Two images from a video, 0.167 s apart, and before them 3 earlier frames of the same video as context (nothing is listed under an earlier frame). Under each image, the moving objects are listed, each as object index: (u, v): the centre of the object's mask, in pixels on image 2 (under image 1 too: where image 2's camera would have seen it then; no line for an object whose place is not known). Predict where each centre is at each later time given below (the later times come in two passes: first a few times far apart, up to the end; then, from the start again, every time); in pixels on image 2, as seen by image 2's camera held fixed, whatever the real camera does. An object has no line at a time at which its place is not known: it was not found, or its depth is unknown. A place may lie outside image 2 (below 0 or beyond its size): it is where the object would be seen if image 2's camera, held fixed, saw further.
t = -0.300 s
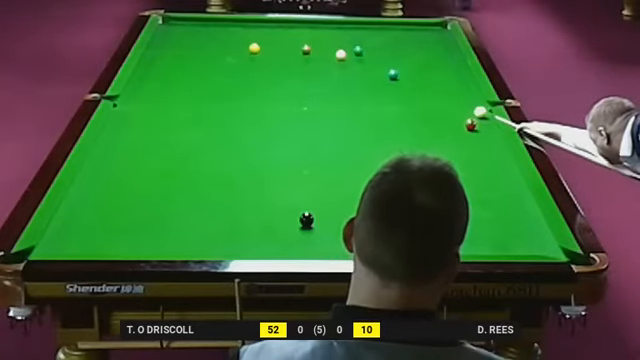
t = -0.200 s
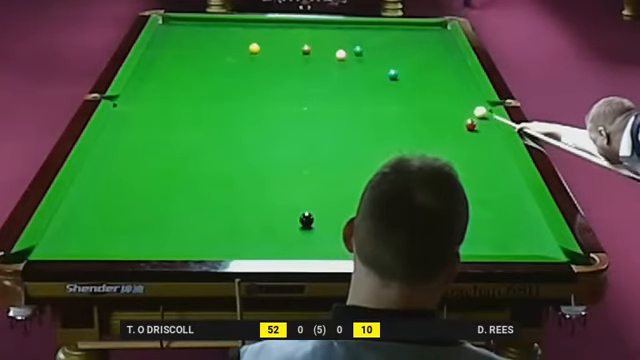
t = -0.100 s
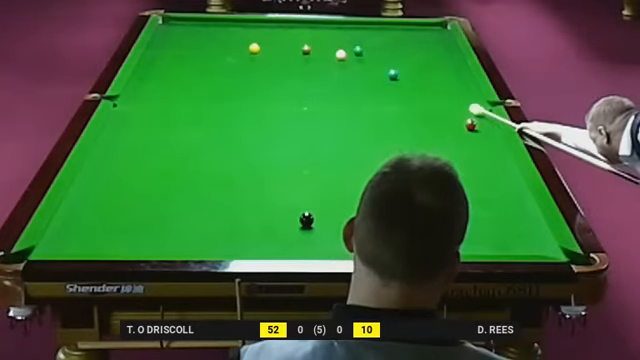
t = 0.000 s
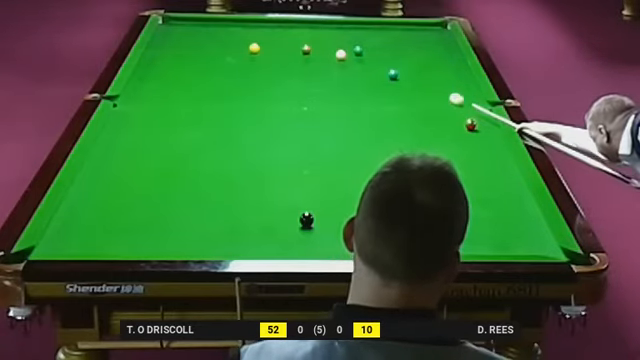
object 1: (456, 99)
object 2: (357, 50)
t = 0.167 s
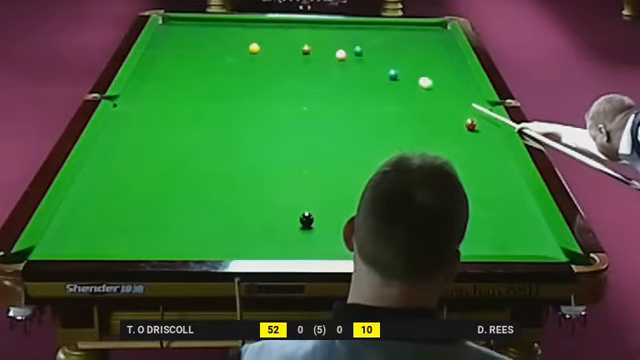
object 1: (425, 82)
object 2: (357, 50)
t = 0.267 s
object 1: (408, 73)
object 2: (357, 50)
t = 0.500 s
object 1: (372, 54)
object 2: (357, 50)
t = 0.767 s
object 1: (374, 40)
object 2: (321, 45)
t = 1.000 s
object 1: (378, 30)
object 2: (289, 40)
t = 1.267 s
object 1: (384, 25)
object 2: (256, 36)
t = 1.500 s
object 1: (391, 32)
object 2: (228, 31)
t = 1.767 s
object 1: (400, 39)
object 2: (197, 27)
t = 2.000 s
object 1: (408, 47)
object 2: (171, 23)
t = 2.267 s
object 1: (416, 54)
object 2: (178, 20)
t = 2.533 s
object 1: (425, 62)
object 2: (196, 19)
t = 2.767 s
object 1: (433, 69)
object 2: (207, 21)
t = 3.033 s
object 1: (442, 77)
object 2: (221, 22)
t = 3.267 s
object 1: (449, 84)
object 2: (231, 23)
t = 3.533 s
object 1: (458, 92)
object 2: (241, 25)
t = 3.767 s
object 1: (465, 99)
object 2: (250, 26)
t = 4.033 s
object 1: (474, 107)
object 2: (259, 27)
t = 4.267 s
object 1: (481, 113)
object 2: (267, 28)
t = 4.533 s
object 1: (489, 121)
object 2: (273, 29)
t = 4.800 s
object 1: (493, 128)
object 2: (280, 30)
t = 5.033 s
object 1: (493, 134)
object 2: (284, 30)
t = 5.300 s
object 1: (493, 141)
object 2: (288, 31)
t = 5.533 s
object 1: (494, 146)
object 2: (291, 31)
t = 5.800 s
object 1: (494, 152)
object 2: (293, 31)
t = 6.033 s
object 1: (494, 157)
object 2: (294, 31)
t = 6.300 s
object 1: (494, 162)
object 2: (294, 31)
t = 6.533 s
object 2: (294, 31)
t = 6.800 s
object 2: (294, 31)
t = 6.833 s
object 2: (294, 31)
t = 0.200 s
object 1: (420, 79)
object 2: (357, 50)
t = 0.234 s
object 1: (414, 76)
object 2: (357, 50)
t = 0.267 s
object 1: (408, 73)
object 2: (357, 50)
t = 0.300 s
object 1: (403, 70)
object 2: (357, 50)
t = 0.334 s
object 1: (398, 67)
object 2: (357, 50)
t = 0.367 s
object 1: (392, 65)
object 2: (357, 50)
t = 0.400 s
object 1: (387, 62)
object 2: (357, 50)
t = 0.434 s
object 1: (382, 59)
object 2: (357, 50)
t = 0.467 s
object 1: (377, 56)
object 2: (357, 50)
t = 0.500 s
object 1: (372, 54)
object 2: (357, 50)
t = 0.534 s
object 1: (367, 51)
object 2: (357, 50)
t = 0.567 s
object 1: (368, 50)
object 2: (353, 49)
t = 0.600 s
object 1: (370, 48)
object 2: (347, 48)
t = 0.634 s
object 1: (371, 47)
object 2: (341, 46)
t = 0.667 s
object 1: (372, 45)
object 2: (335, 46)
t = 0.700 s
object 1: (373, 43)
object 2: (330, 46)
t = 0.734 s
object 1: (374, 42)
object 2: (325, 46)
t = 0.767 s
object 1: (374, 40)
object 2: (321, 45)
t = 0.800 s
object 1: (375, 39)
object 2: (316, 44)
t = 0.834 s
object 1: (376, 37)
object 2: (312, 44)
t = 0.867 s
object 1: (376, 36)
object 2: (307, 41)
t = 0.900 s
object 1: (377, 34)
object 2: (302, 41)
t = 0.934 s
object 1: (377, 33)
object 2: (297, 41)
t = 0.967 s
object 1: (378, 31)
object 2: (294, 41)
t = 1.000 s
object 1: (378, 30)
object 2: (289, 40)
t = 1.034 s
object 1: (379, 28)
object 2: (284, 40)
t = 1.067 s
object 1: (379, 27)
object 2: (281, 39)
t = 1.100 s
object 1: (380, 26)
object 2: (276, 39)
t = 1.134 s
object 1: (380, 24)
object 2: (272, 38)
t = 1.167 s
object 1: (381, 23)
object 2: (268, 37)
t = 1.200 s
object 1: (381, 23)
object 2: (264, 37)
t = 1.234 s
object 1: (383, 24)
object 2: (260, 36)
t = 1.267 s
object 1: (384, 25)
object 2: (256, 36)
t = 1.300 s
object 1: (385, 26)
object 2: (251, 35)
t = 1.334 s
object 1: (386, 27)
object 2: (248, 35)
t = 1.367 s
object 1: (387, 28)
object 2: (243, 34)
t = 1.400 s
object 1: (388, 29)
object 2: (240, 33)
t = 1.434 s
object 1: (389, 30)
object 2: (235, 33)
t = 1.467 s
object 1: (390, 31)
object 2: (231, 32)
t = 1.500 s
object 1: (391, 32)
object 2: (228, 31)
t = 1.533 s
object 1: (392, 33)
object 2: (223, 31)
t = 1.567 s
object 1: (393, 33)
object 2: (220, 30)
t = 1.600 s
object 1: (394, 35)
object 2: (216, 30)
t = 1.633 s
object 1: (395, 35)
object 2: (212, 30)
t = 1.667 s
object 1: (397, 36)
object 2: (209, 29)
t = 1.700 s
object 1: (398, 38)
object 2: (204, 28)
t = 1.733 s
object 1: (399, 38)
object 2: (201, 28)
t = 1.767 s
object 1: (400, 39)
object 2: (197, 27)
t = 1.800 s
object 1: (401, 40)
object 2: (193, 26)
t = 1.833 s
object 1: (402, 42)
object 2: (190, 26)
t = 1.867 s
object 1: (403, 42)
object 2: (186, 25)
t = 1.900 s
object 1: (404, 43)
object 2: (182, 24)
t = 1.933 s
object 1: (405, 44)
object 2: (178, 24)
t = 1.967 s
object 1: (406, 46)
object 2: (175, 24)
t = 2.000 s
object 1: (408, 47)
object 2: (171, 23)
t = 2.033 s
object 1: (409, 47)
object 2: (168, 22)
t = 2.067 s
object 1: (410, 48)
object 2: (164, 22)
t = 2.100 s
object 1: (411, 49)
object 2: (164, 22)
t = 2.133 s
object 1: (412, 50)
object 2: (167, 21)
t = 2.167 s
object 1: (413, 51)
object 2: (170, 21)
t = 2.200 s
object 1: (414, 52)
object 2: (173, 21)
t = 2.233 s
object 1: (415, 53)
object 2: (175, 21)
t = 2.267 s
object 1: (416, 54)
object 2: (178, 20)
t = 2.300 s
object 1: (417, 55)
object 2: (181, 20)
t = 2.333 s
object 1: (419, 56)
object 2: (183, 20)
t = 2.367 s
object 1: (420, 57)
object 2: (185, 19)
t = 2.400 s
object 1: (421, 58)
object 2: (187, 19)
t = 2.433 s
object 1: (422, 59)
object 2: (189, 19)
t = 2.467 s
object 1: (423, 60)
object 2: (192, 19)
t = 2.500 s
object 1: (424, 61)
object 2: (194, 19)
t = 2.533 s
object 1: (425, 62)
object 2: (196, 19)
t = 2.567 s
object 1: (426, 63)
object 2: (198, 19)
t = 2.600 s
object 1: (427, 64)
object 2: (199, 19)
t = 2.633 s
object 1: (428, 65)
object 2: (201, 20)
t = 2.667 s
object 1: (430, 66)
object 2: (203, 20)
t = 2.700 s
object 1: (431, 67)
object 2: (204, 20)
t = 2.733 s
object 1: (432, 68)
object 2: (206, 20)
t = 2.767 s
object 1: (433, 69)
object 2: (207, 21)
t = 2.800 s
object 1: (434, 70)
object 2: (209, 21)
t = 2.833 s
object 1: (435, 71)
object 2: (211, 21)
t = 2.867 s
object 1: (436, 72)
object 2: (212, 21)
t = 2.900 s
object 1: (437, 73)
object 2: (214, 21)
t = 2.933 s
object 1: (438, 74)
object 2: (216, 21)
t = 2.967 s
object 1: (439, 75)
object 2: (217, 22)
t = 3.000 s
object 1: (440, 76)
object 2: (219, 22)
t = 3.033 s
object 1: (442, 77)
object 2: (221, 22)
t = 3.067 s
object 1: (443, 78)
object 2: (222, 22)
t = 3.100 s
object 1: (444, 79)
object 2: (223, 22)
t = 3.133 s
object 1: (445, 80)
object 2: (225, 22)
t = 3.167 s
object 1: (446, 81)
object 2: (226, 23)
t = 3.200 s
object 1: (447, 82)
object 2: (228, 23)
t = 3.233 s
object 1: (448, 83)
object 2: (229, 23)
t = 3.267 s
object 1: (449, 84)
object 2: (231, 23)
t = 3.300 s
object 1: (450, 85)
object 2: (232, 24)
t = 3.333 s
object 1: (451, 86)
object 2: (234, 24)
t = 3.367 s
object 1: (453, 87)
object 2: (235, 24)
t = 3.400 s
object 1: (453, 88)
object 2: (236, 24)
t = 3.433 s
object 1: (454, 89)
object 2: (237, 24)
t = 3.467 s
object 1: (456, 90)
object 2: (239, 24)
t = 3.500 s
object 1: (457, 91)
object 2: (240, 25)
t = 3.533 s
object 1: (458, 92)
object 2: (241, 25)
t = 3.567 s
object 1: (459, 93)
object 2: (243, 25)
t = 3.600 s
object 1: (460, 94)
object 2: (244, 25)
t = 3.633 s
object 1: (461, 95)
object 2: (245, 25)
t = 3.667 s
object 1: (462, 96)
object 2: (247, 26)
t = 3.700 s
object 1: (463, 97)
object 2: (248, 26)
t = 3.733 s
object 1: (464, 98)
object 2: (249, 26)
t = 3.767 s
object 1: (465, 99)
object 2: (250, 26)
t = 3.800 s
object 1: (467, 100)
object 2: (252, 26)
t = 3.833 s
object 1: (467, 101)
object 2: (253, 26)
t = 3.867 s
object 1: (468, 102)
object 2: (254, 26)
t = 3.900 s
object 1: (470, 103)
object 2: (255, 26)
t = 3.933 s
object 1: (470, 104)
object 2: (256, 26)
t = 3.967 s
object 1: (472, 105)
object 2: (257, 26)
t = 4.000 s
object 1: (473, 106)
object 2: (259, 27)
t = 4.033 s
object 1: (474, 107)
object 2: (259, 27)
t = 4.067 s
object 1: (475, 108)
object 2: (261, 28)
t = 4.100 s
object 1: (476, 109)
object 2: (262, 28)
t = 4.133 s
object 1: (477, 110)
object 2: (263, 28)
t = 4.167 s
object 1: (478, 111)
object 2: (264, 28)
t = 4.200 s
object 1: (479, 111)
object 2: (265, 28)
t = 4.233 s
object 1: (480, 113)
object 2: (266, 28)
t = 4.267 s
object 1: (481, 113)
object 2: (267, 28)
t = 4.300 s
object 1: (482, 114)
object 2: (268, 28)
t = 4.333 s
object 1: (483, 115)
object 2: (268, 28)
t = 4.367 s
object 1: (484, 116)
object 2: (270, 28)
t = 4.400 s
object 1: (485, 117)
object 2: (270, 28)
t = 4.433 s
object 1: (486, 118)
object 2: (271, 29)
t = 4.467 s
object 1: (487, 119)
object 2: (272, 29)
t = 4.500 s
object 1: (488, 120)
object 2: (273, 29)
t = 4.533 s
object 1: (489, 121)
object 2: (273, 29)
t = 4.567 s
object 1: (490, 122)
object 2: (275, 29)
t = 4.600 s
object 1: (491, 123)
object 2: (275, 29)
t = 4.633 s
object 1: (492, 124)
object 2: (276, 29)
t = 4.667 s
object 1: (492, 125)
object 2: (277, 29)
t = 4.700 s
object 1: (492, 126)
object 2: (278, 30)
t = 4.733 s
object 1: (492, 127)
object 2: (279, 30)
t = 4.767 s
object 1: (492, 127)
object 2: (279, 29)
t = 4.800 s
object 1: (493, 128)
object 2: (280, 30)
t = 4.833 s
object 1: (493, 129)
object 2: (280, 30)
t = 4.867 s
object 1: (493, 130)
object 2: (281, 30)
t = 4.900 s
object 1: (493, 131)
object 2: (282, 30)
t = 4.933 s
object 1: (493, 132)
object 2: (282, 30)
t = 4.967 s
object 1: (493, 132)
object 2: (283, 30)
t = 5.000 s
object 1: (493, 133)
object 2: (283, 30)
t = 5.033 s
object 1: (493, 134)
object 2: (284, 30)
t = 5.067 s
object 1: (493, 135)
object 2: (285, 30)
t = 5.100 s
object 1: (493, 136)
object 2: (285, 30)
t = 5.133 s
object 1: (493, 136)
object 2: (287, 30)
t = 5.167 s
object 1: (493, 137)
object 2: (287, 30)
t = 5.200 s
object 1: (493, 138)
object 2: (287, 31)
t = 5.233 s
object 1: (493, 139)
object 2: (287, 31)
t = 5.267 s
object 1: (493, 140)
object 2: (288, 31)
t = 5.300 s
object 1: (493, 141)
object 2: (288, 31)
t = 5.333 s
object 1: (493, 141)
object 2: (288, 31)
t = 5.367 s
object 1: (494, 142)
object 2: (289, 31)
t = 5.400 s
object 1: (494, 143)
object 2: (289, 31)
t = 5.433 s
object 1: (494, 144)
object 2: (290, 31)
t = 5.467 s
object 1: (494, 144)
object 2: (290, 31)
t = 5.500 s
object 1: (493, 145)
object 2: (291, 31)
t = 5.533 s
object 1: (494, 146)
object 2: (291, 31)
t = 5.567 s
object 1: (494, 147)
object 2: (291, 31)
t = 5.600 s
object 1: (494, 148)
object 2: (292, 31)
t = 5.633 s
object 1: (494, 148)
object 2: (292, 31)
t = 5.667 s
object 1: (494, 149)
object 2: (292, 31)
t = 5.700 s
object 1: (494, 150)
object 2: (292, 31)
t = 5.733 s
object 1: (494, 151)
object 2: (293, 31)
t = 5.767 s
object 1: (494, 151)
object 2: (293, 31)
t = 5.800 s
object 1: (494, 152)
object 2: (293, 31)
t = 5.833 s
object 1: (494, 153)
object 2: (293, 31)
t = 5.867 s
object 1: (494, 154)
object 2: (293, 31)
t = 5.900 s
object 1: (494, 154)
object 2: (294, 31)
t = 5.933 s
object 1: (494, 155)
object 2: (294, 31)
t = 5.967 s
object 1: (494, 156)
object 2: (294, 31)
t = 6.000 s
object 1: (494, 156)
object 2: (294, 31)
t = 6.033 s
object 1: (494, 157)
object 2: (294, 31)
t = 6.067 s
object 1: (494, 158)
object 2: (294, 31)
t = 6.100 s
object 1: (494, 158)
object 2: (294, 31)
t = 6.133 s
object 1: (494, 159)
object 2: (294, 31)
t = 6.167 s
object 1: (494, 160)
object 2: (294, 31)
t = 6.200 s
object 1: (494, 160)
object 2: (294, 31)
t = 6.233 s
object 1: (494, 161)
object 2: (294, 31)
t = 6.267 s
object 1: (494, 162)
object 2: (294, 31)
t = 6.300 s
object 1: (494, 162)
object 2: (294, 31)
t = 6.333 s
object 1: (494, 163)
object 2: (294, 31)
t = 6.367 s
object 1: (494, 164)
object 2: (294, 31)
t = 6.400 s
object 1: (494, 164)
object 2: (294, 31)
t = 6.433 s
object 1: (494, 165)
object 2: (294, 31)
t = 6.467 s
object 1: (494, 166)
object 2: (294, 31)
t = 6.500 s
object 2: (294, 31)
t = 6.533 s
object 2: (294, 31)
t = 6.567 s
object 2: (294, 31)
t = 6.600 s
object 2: (294, 31)
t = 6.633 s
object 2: (294, 31)
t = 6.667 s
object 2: (294, 31)
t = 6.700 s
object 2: (294, 31)
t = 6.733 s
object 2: (294, 31)
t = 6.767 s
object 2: (294, 31)
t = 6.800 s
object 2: (294, 31)
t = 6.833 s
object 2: (294, 31)
